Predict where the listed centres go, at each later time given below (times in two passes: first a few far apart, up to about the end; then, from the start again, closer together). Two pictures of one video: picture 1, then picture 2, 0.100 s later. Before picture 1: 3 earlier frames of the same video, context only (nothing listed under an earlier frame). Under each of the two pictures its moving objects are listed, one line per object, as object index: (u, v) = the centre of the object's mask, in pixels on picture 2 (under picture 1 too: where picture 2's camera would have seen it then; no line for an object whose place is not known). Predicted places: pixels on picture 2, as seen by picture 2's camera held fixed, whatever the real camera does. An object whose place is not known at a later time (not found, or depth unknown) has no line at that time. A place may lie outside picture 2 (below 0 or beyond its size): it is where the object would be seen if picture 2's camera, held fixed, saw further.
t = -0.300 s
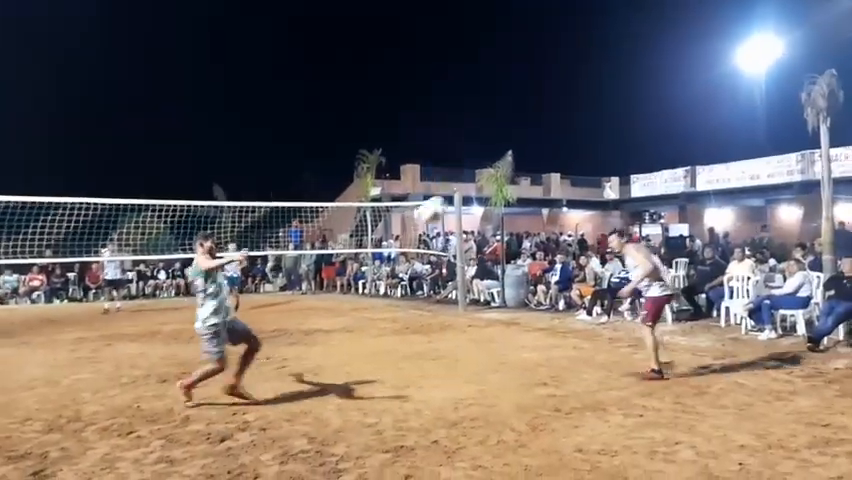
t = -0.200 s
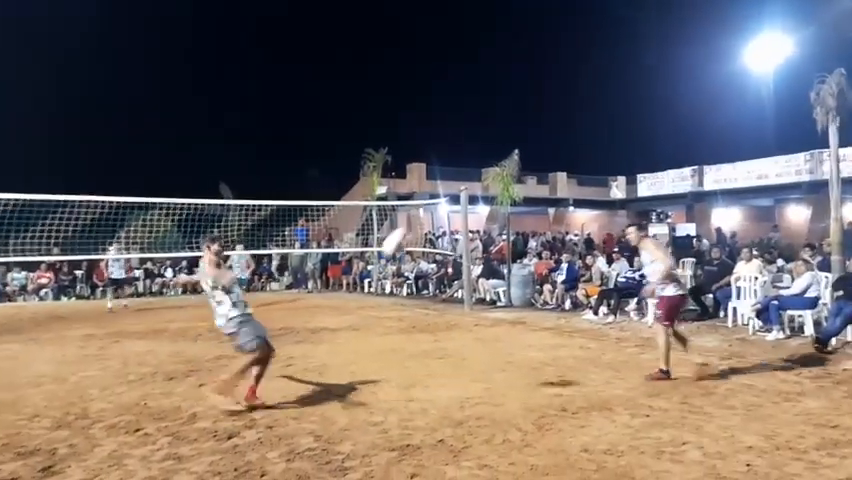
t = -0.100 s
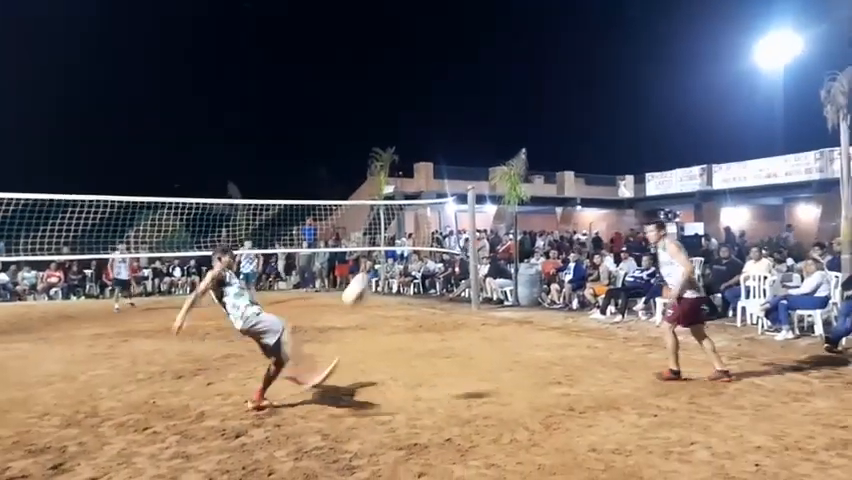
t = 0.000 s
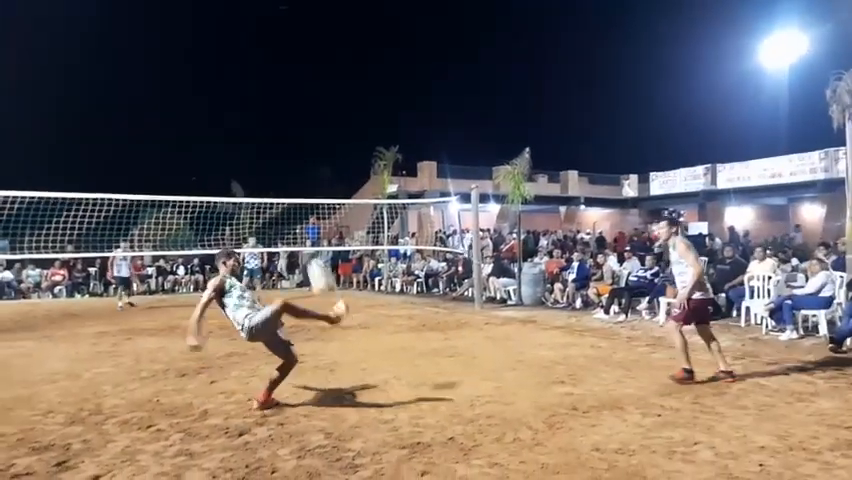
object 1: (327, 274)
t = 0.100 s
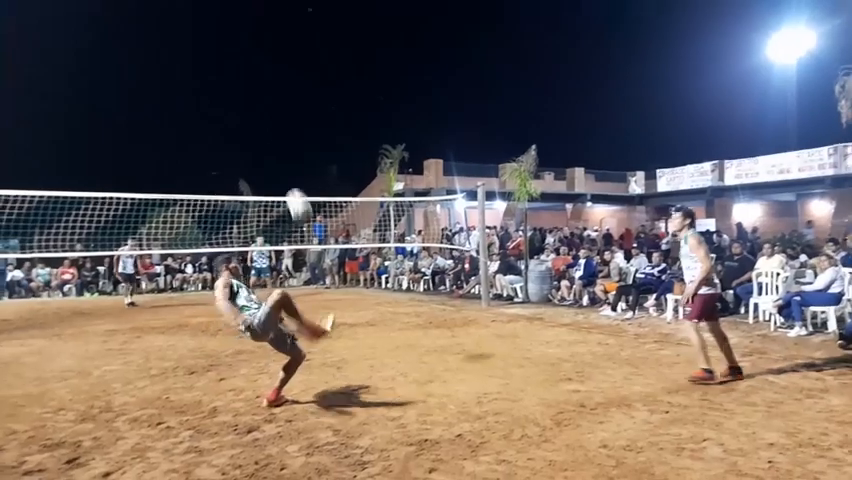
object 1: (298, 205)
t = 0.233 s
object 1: (267, 145)
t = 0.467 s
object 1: (226, 100)
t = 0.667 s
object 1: (200, 101)
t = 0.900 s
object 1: (178, 130)
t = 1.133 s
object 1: (160, 178)
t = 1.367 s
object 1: (146, 238)
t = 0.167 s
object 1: (282, 172)
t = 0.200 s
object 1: (274, 158)
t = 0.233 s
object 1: (267, 145)
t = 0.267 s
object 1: (260, 135)
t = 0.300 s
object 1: (254, 126)
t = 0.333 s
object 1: (248, 119)
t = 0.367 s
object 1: (242, 113)
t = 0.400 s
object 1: (236, 107)
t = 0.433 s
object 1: (231, 104)
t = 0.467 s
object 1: (226, 100)
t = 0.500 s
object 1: (221, 99)
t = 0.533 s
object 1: (216, 98)
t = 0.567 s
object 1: (212, 98)
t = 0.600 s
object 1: (208, 98)
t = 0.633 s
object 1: (204, 99)
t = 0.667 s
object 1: (200, 101)
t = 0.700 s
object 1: (197, 104)
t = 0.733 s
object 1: (194, 107)
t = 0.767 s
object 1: (190, 110)
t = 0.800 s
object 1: (187, 115)
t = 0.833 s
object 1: (184, 119)
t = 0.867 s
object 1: (182, 125)
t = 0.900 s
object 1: (178, 130)
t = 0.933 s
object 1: (175, 135)
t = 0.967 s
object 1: (172, 141)
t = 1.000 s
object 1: (170, 148)
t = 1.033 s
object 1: (167, 155)
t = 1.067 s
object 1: (165, 162)
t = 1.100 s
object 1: (162, 169)
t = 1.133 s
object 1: (160, 178)
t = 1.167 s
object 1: (159, 186)
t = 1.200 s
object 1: (157, 191)
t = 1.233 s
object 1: (154, 204)
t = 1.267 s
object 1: (152, 211)
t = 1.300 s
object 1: (150, 220)
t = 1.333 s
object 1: (148, 230)
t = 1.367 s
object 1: (146, 238)
